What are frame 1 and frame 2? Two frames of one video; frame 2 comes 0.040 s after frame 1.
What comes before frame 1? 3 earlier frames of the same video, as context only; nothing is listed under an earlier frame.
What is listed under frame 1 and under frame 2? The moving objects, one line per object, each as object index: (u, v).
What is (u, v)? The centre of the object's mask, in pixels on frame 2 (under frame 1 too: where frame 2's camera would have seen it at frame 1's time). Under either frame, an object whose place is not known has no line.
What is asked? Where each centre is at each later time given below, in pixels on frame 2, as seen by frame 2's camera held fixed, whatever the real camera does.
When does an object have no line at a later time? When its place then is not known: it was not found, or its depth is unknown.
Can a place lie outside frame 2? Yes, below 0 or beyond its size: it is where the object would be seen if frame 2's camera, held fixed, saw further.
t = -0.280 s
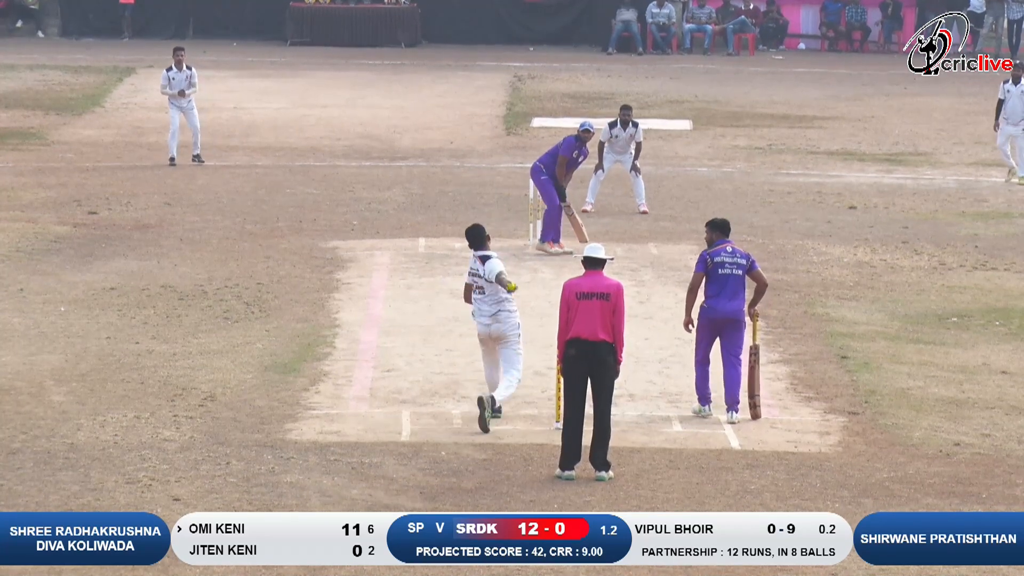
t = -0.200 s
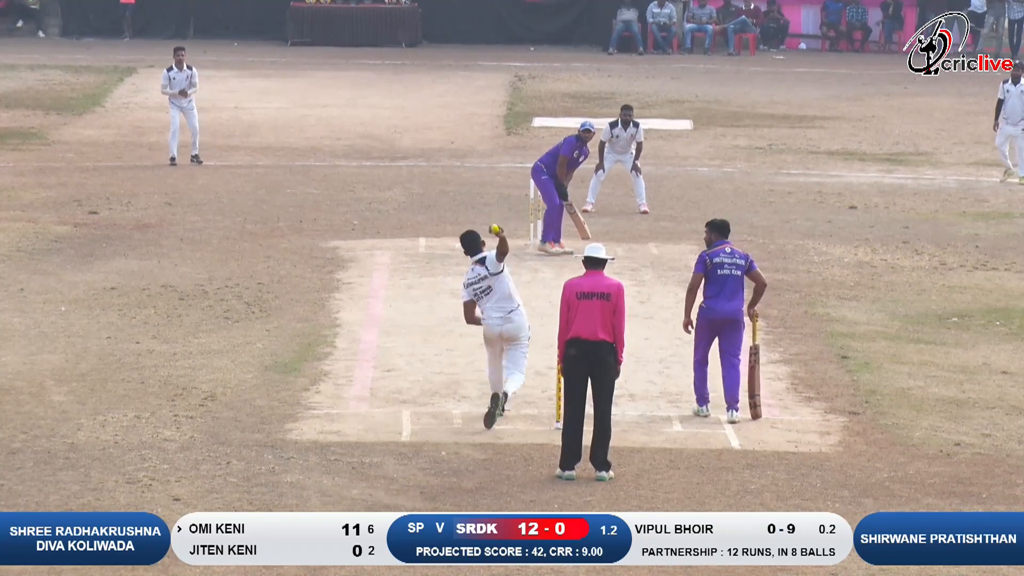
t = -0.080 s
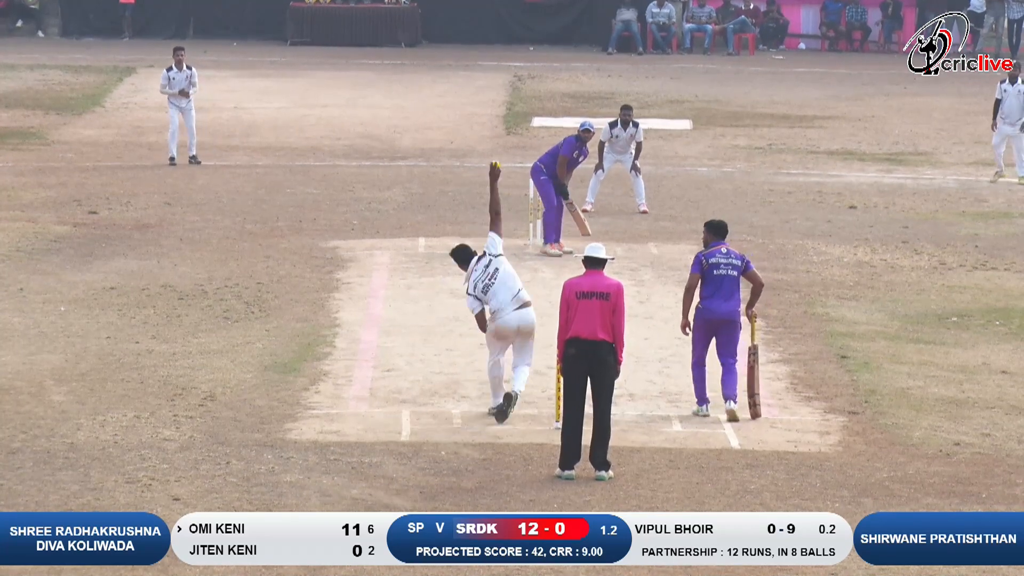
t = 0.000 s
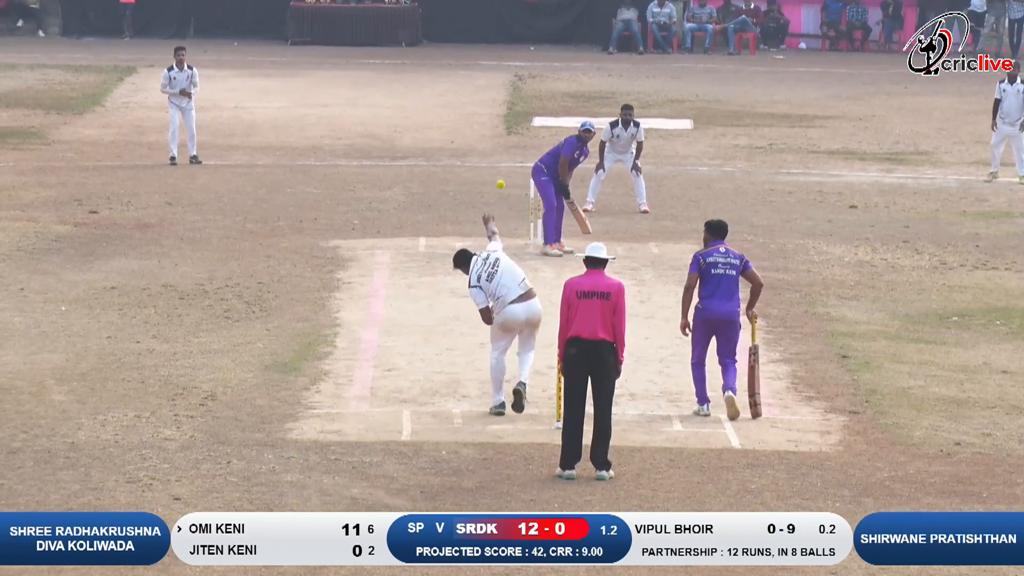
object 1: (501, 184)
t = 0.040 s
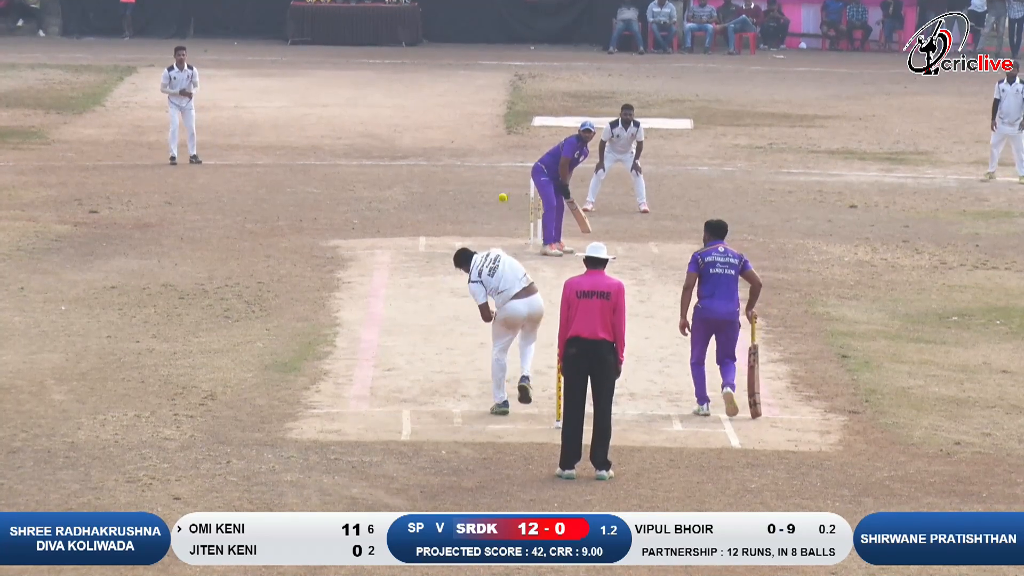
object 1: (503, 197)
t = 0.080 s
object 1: (505, 210)
